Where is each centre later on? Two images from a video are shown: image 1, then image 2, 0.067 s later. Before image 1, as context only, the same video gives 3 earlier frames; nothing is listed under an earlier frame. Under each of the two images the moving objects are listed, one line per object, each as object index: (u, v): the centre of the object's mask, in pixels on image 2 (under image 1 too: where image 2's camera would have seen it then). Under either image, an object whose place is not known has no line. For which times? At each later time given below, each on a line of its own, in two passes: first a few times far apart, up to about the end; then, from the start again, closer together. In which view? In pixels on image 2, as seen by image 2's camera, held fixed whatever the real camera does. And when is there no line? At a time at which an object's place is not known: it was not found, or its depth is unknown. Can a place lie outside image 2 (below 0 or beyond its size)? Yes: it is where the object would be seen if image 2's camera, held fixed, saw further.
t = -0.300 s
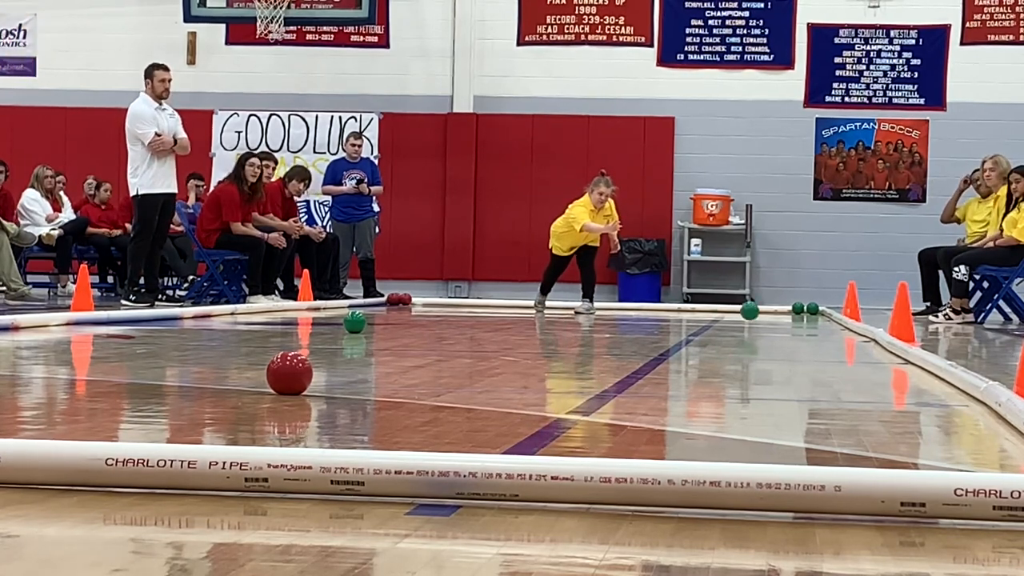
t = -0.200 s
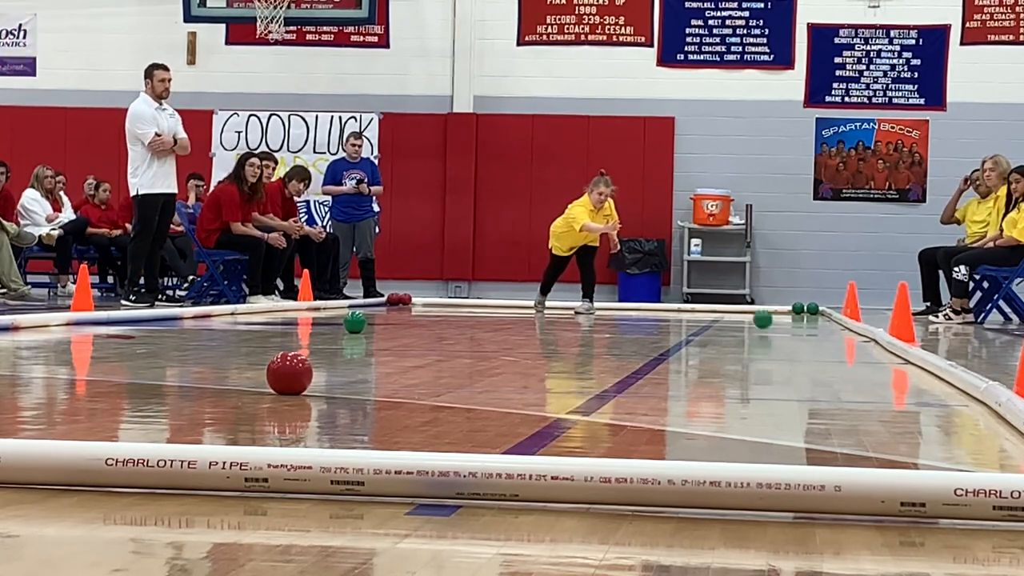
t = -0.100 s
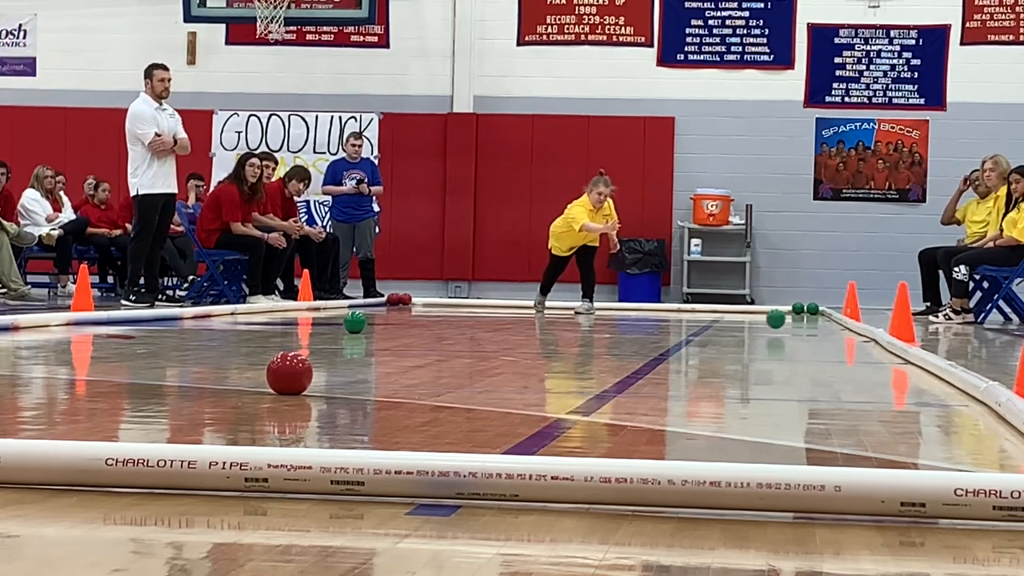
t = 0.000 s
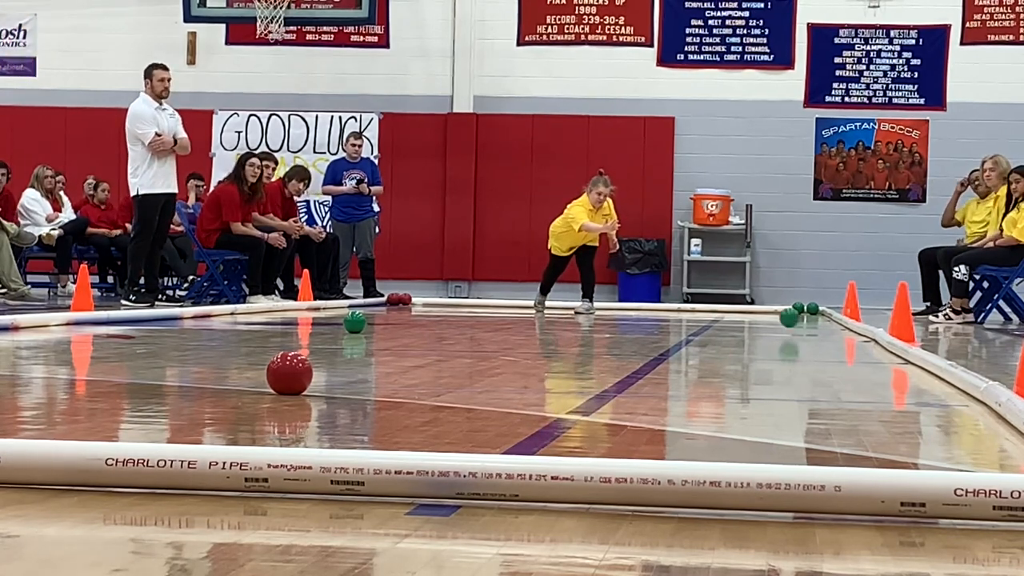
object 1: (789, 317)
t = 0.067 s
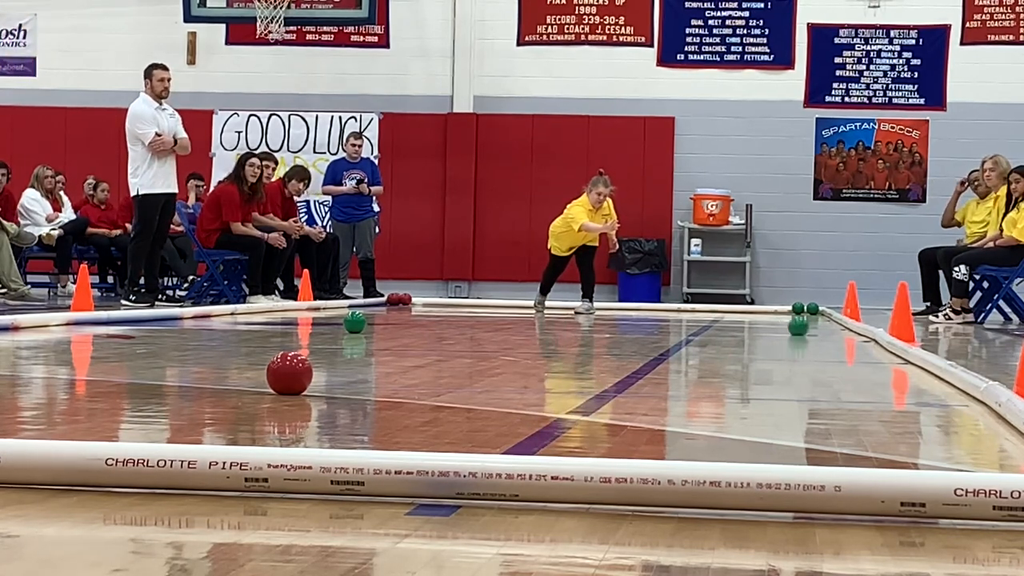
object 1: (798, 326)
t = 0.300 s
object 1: (829, 330)
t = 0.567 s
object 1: (866, 325)
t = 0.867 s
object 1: (855, 328)
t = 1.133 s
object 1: (836, 336)
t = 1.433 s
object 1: (813, 338)
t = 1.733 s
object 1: (791, 339)
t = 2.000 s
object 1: (771, 341)
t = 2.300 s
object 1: (749, 344)
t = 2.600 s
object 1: (724, 347)
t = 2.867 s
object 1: (700, 350)
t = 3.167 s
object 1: (670, 353)
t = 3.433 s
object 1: (641, 357)
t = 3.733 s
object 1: (606, 361)
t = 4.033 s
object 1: (567, 365)
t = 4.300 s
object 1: (530, 368)
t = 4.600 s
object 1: (483, 374)
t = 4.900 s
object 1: (430, 378)
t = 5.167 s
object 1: (379, 383)
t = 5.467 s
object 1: (316, 389)
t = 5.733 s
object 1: (254, 396)
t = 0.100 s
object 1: (802, 324)
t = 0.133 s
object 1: (807, 322)
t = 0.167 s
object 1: (812, 319)
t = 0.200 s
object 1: (816, 319)
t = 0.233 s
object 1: (820, 322)
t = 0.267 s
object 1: (825, 325)
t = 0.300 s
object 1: (829, 330)
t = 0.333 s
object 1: (834, 327)
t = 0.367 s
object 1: (839, 324)
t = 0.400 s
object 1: (844, 324)
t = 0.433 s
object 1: (848, 326)
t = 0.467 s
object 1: (854, 330)
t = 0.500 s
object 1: (858, 332)
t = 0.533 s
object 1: (863, 328)
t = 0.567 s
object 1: (866, 325)
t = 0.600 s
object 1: (868, 324)
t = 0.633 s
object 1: (869, 324)
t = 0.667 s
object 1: (869, 325)
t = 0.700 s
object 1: (868, 326)
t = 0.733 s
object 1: (866, 329)
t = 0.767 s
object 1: (863, 334)
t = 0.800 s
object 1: (861, 333)
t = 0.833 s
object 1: (858, 329)
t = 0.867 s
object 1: (855, 328)
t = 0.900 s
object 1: (853, 329)
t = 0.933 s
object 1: (850, 333)
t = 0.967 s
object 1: (847, 335)
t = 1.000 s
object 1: (845, 332)
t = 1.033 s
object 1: (843, 331)
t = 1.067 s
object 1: (840, 331)
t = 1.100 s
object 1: (838, 334)
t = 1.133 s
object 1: (836, 336)
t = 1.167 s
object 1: (833, 333)
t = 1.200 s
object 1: (830, 332)
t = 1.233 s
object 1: (828, 333)
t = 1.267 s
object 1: (825, 336)
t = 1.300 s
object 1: (823, 337)
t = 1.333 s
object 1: (821, 335)
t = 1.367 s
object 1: (818, 334)
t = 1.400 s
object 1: (816, 336)
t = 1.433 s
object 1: (813, 338)
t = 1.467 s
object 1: (811, 336)
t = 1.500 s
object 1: (808, 336)
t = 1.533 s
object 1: (806, 338)
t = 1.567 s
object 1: (803, 339)
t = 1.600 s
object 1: (801, 338)
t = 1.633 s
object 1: (799, 337)
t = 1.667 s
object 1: (796, 339)
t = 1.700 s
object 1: (793, 341)
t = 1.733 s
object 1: (791, 339)
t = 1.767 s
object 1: (789, 339)
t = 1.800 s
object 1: (786, 341)
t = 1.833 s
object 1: (784, 341)
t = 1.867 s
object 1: (781, 340)
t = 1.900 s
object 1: (779, 341)
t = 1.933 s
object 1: (777, 342)
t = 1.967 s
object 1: (774, 341)
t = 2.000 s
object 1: (771, 341)
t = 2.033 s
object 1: (769, 342)
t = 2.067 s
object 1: (767, 343)
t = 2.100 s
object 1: (764, 342)
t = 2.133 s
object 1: (762, 343)
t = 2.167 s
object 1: (759, 344)
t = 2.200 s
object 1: (756, 343)
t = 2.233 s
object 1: (754, 343)
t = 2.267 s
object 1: (751, 345)
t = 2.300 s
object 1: (749, 344)
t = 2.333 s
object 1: (746, 344)
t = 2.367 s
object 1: (743, 345)
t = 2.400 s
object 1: (740, 345)
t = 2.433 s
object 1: (737, 345)
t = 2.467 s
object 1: (735, 346)
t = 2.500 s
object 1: (732, 346)
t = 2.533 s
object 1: (729, 346)
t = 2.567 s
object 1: (726, 347)
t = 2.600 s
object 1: (724, 347)
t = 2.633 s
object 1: (720, 347)
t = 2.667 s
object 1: (718, 348)
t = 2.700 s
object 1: (715, 348)
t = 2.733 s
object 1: (712, 348)
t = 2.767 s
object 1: (709, 349)
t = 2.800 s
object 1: (706, 350)
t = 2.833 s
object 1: (703, 349)
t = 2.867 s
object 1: (700, 350)
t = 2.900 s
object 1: (696, 351)
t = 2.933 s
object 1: (693, 350)
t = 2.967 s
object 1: (690, 351)
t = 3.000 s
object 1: (687, 352)
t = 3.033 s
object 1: (683, 352)
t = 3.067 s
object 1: (680, 352)
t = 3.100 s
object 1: (677, 353)
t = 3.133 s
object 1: (673, 353)
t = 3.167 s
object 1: (670, 353)
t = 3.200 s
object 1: (667, 355)
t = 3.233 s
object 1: (663, 354)
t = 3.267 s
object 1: (659, 355)
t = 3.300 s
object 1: (656, 356)
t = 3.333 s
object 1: (652, 356)
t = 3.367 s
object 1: (648, 355)
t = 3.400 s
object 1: (645, 357)
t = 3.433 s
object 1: (641, 357)
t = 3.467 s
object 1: (637, 357)
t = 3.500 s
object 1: (634, 358)
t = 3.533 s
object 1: (630, 358)
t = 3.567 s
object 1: (626, 358)
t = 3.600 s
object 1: (622, 359)
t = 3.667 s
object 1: (614, 359)
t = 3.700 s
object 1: (610, 360)
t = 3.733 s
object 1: (606, 361)
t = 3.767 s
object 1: (602, 361)
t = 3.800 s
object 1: (597, 361)
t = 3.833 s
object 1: (594, 362)
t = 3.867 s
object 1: (589, 362)
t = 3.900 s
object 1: (585, 362)
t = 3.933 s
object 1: (581, 363)
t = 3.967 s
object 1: (576, 364)
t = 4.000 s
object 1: (572, 364)
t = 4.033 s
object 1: (567, 365)
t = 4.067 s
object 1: (562, 365)
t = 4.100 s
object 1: (558, 366)
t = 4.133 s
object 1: (553, 366)
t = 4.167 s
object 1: (548, 367)
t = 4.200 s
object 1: (544, 367)
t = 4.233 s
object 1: (539, 368)
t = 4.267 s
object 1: (534, 369)
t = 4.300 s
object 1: (530, 368)
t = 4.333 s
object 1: (524, 370)
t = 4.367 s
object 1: (519, 370)
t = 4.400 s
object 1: (514, 370)
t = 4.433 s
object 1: (509, 371)
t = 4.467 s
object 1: (504, 372)
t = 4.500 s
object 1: (499, 372)
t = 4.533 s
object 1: (493, 373)
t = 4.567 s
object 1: (488, 373)
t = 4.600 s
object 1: (483, 374)
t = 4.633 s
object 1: (477, 374)
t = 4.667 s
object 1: (471, 375)
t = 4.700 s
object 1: (466, 375)
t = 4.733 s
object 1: (460, 376)
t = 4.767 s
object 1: (454, 376)
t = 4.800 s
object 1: (448, 377)
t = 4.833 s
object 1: (442, 377)
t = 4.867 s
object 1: (436, 378)
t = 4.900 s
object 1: (430, 378)
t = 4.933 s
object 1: (424, 379)
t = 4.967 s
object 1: (418, 379)
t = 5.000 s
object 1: (411, 380)
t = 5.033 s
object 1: (405, 381)
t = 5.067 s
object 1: (398, 381)
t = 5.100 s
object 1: (392, 382)
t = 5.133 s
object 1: (385, 382)
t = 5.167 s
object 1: (379, 383)
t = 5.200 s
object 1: (372, 384)
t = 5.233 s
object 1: (365, 384)
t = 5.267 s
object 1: (359, 385)
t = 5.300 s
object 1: (352, 385)
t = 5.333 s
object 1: (345, 386)
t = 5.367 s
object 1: (338, 387)
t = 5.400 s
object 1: (330, 388)
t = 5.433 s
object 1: (323, 388)
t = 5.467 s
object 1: (316, 389)
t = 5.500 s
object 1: (308, 390)
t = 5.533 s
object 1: (301, 391)
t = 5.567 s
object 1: (294, 391)
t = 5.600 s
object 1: (286, 392)
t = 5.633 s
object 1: (278, 393)
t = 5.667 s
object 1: (270, 394)
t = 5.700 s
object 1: (263, 395)
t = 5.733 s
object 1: (254, 396)
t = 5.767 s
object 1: (246, 396)
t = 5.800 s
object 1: (238, 397)
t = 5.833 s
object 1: (230, 398)
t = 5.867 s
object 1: (222, 399)
